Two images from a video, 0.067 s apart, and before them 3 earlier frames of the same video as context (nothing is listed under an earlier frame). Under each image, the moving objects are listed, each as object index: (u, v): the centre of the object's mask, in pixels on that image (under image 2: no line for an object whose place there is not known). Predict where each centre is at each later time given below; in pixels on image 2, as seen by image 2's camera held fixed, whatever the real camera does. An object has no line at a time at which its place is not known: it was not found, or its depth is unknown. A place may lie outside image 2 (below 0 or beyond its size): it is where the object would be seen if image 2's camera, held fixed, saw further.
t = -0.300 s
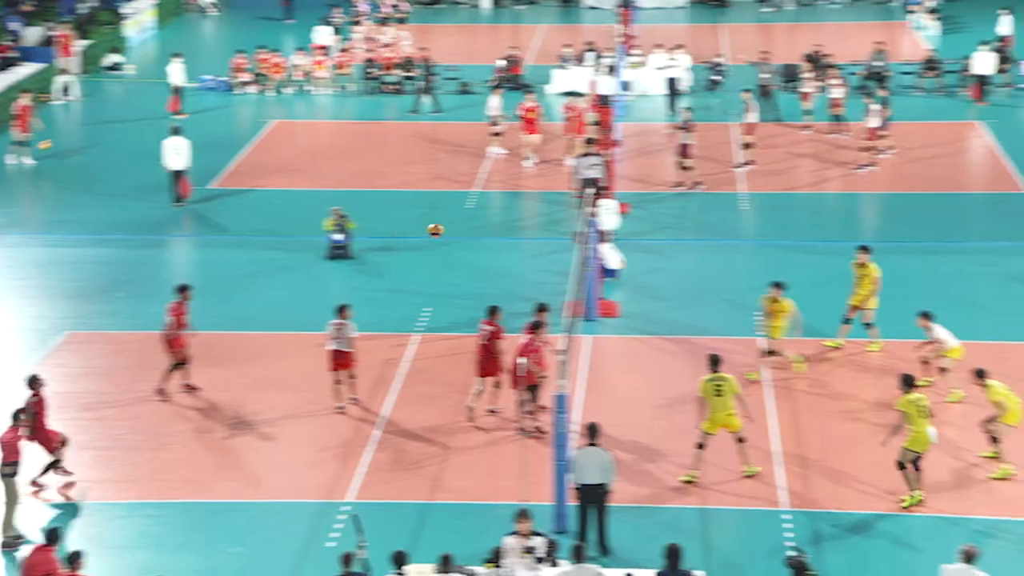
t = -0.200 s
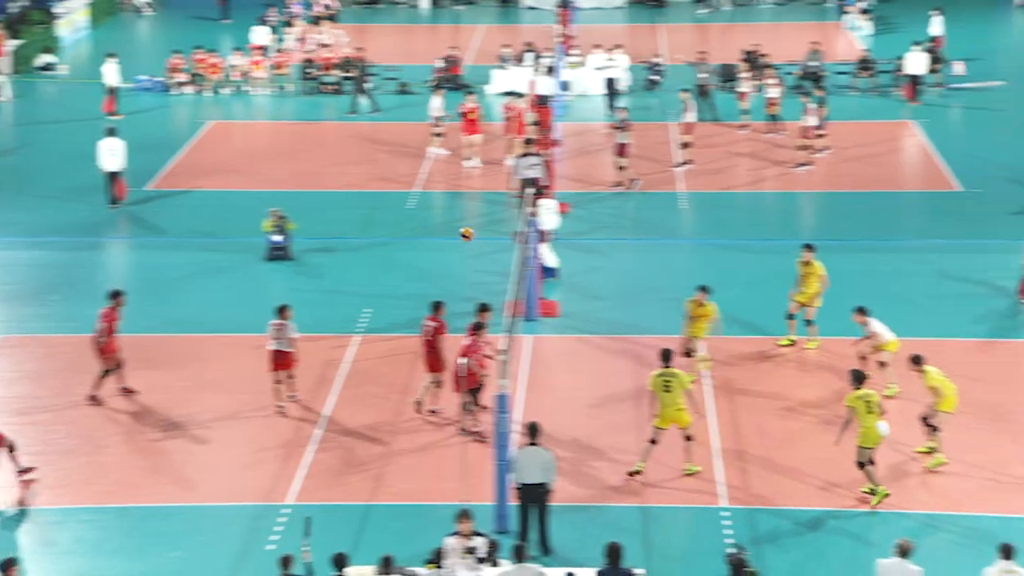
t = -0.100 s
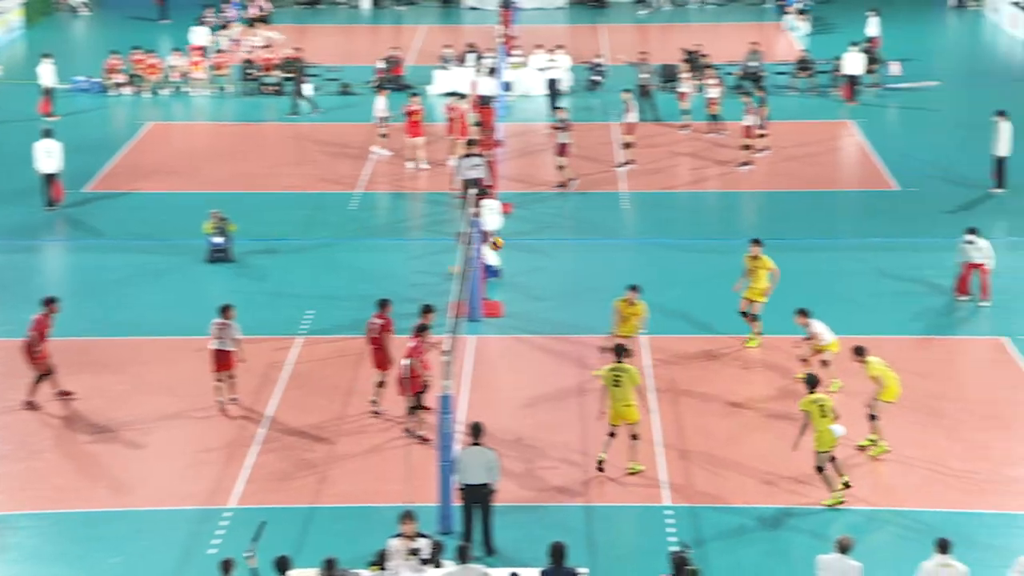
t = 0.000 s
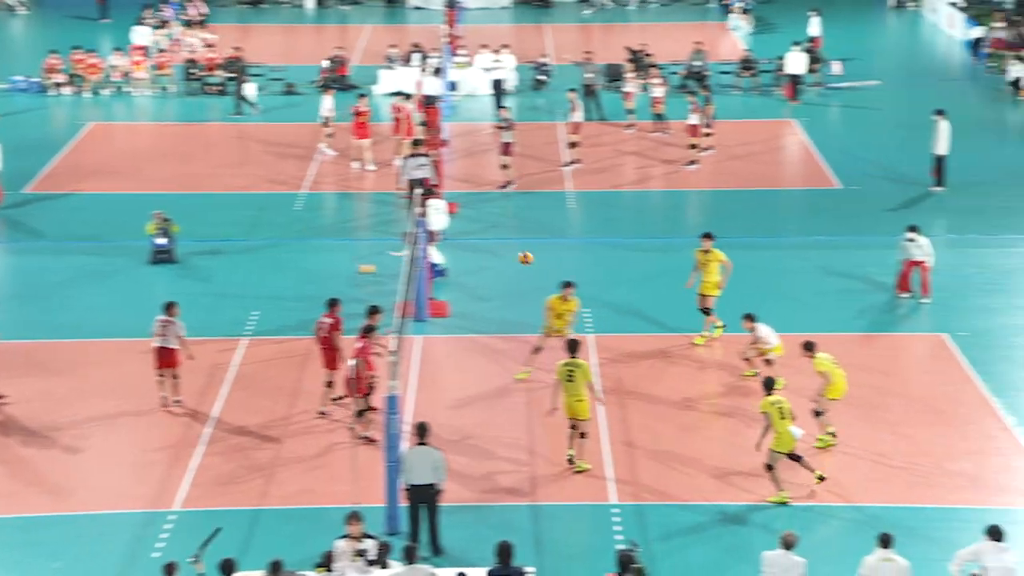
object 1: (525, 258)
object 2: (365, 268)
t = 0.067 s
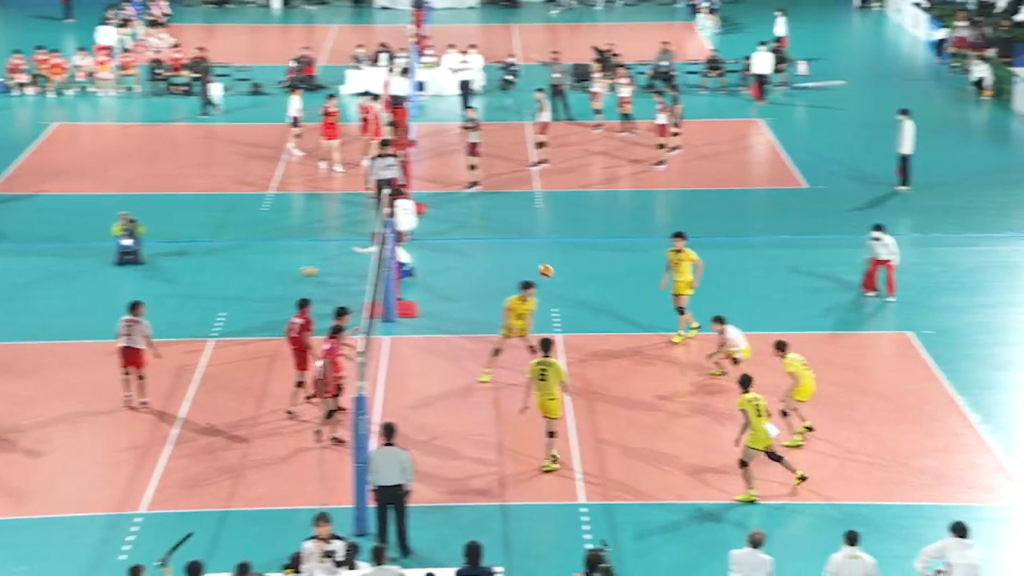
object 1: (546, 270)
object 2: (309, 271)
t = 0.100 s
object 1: (571, 277)
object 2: (296, 273)
